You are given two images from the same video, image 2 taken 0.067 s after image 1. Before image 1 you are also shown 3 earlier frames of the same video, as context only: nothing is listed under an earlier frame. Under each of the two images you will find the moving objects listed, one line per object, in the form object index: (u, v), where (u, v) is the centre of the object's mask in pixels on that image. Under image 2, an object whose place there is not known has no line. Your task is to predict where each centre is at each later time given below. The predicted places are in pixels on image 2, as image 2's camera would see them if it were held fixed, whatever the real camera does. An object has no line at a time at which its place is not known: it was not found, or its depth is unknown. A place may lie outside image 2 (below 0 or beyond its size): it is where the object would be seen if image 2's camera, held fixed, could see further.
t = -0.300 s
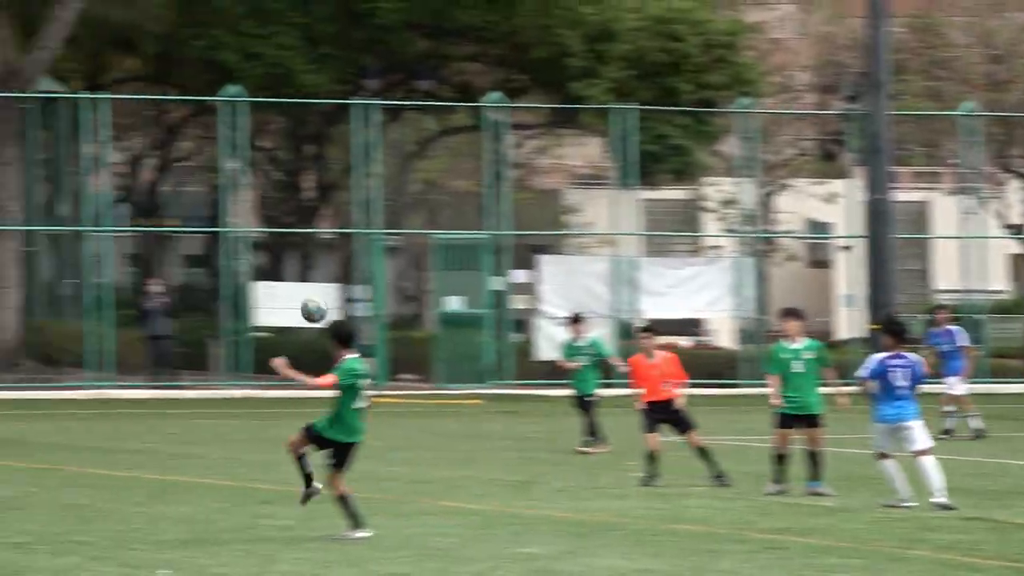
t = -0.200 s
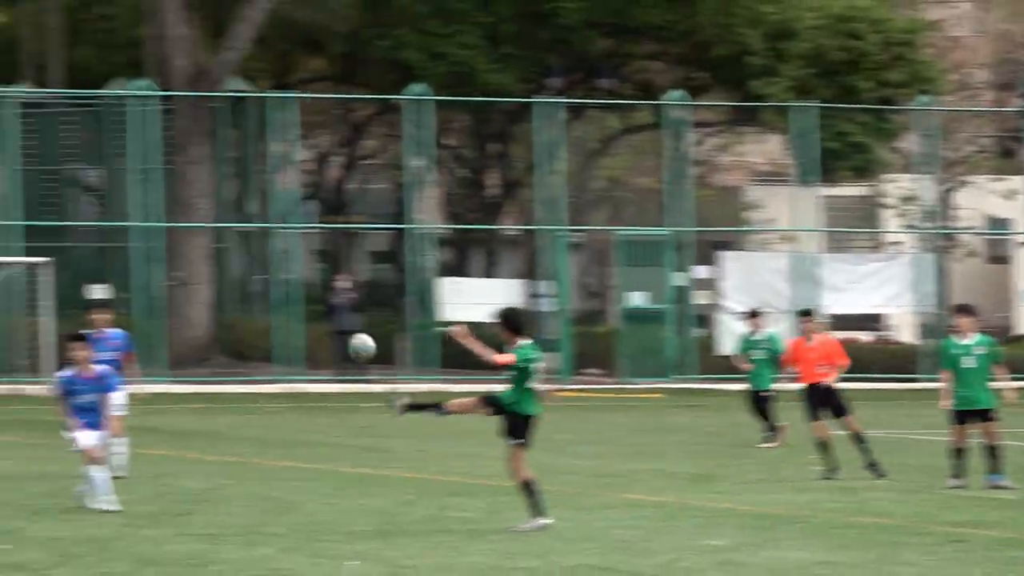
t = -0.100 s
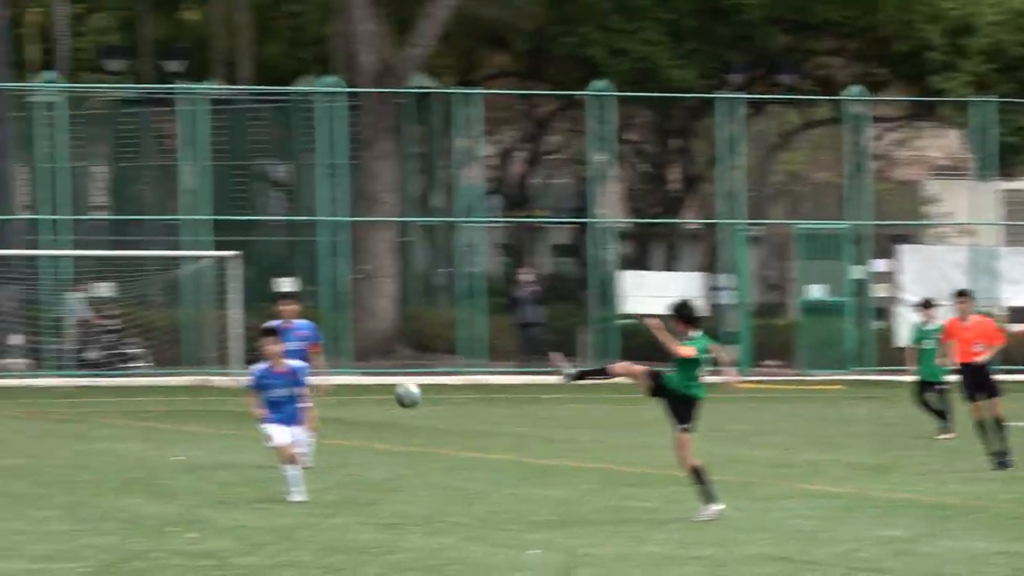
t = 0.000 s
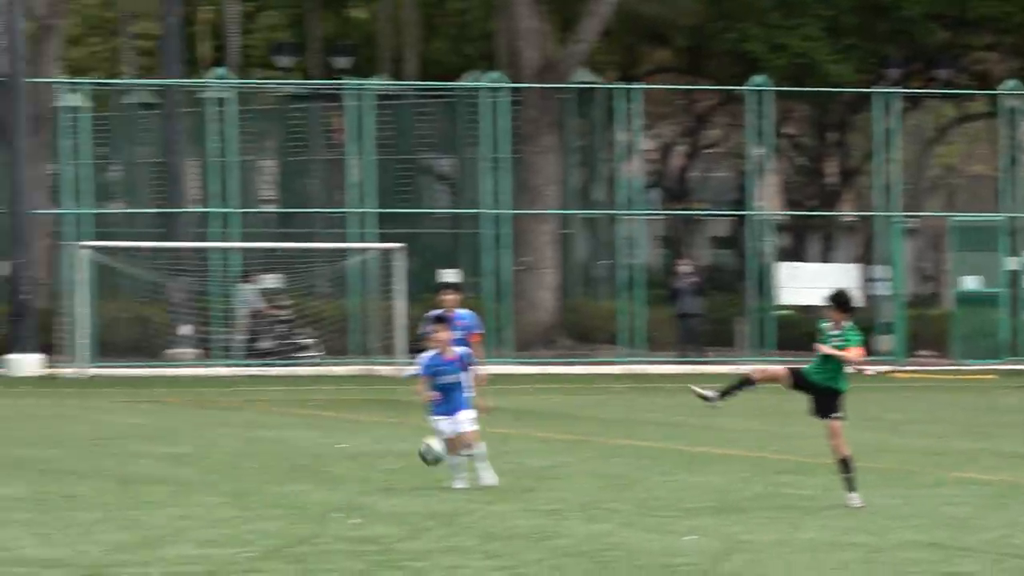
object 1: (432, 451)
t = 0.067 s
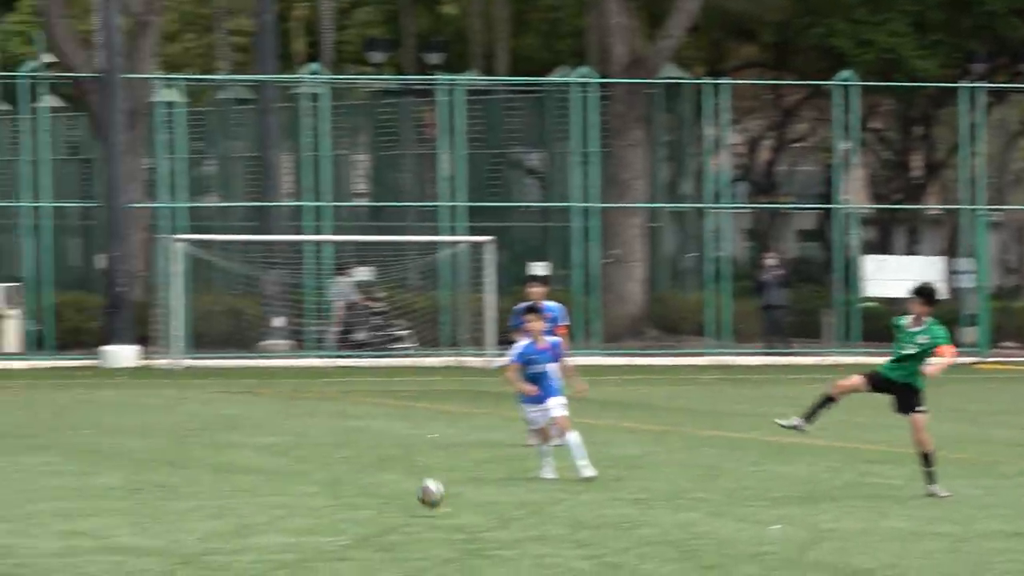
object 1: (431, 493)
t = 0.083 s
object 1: (408, 507)
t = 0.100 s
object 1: (392, 501)
